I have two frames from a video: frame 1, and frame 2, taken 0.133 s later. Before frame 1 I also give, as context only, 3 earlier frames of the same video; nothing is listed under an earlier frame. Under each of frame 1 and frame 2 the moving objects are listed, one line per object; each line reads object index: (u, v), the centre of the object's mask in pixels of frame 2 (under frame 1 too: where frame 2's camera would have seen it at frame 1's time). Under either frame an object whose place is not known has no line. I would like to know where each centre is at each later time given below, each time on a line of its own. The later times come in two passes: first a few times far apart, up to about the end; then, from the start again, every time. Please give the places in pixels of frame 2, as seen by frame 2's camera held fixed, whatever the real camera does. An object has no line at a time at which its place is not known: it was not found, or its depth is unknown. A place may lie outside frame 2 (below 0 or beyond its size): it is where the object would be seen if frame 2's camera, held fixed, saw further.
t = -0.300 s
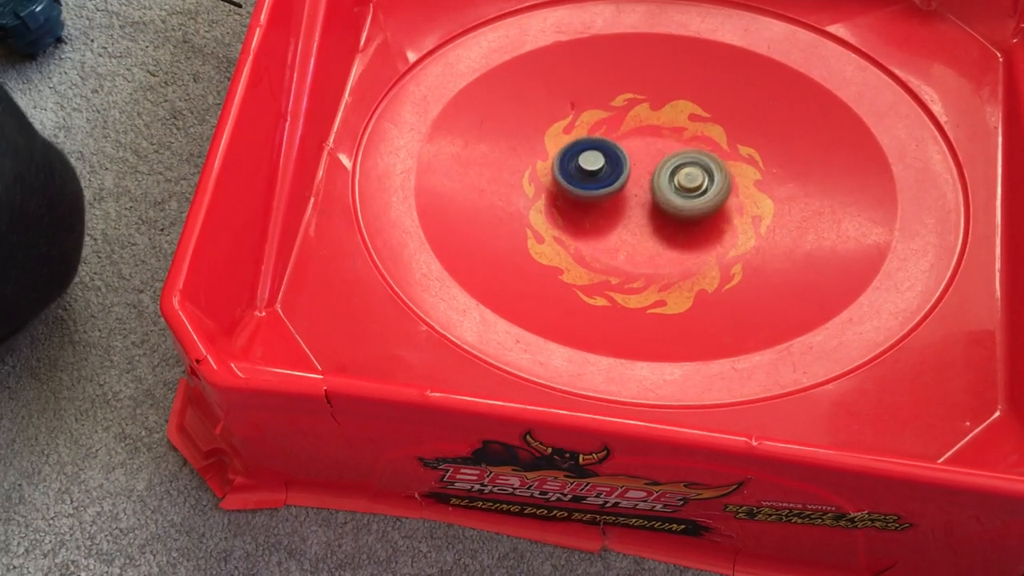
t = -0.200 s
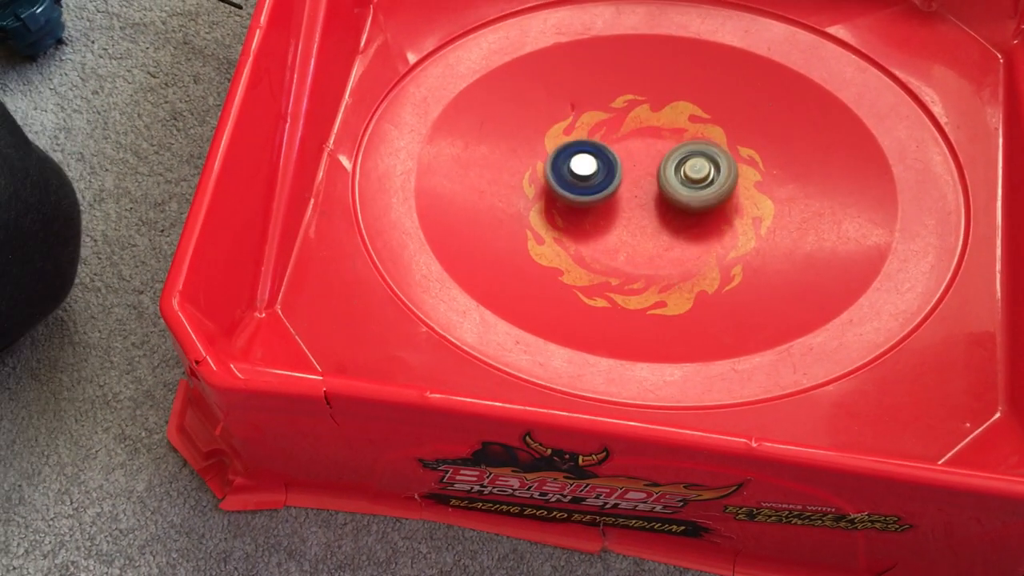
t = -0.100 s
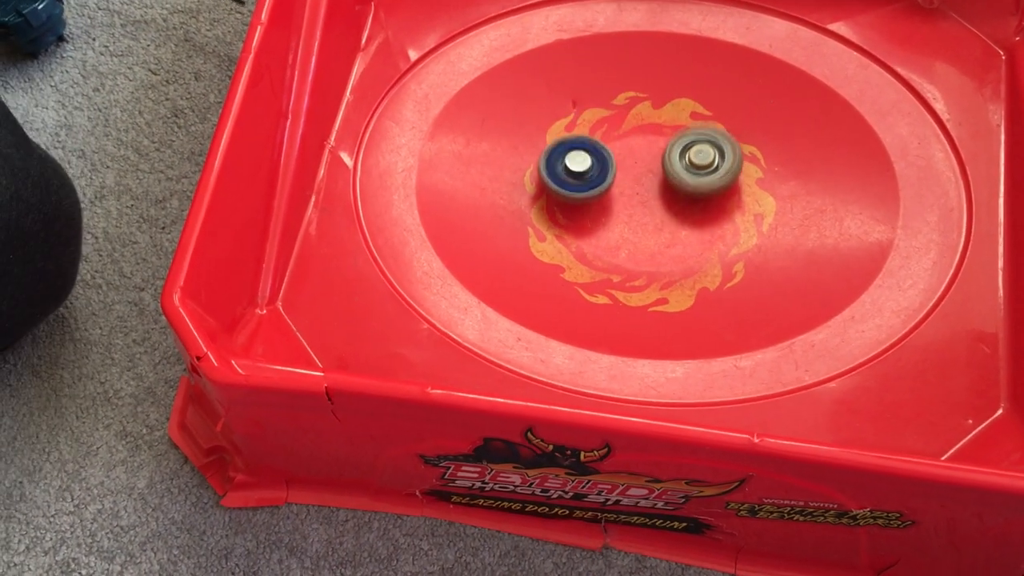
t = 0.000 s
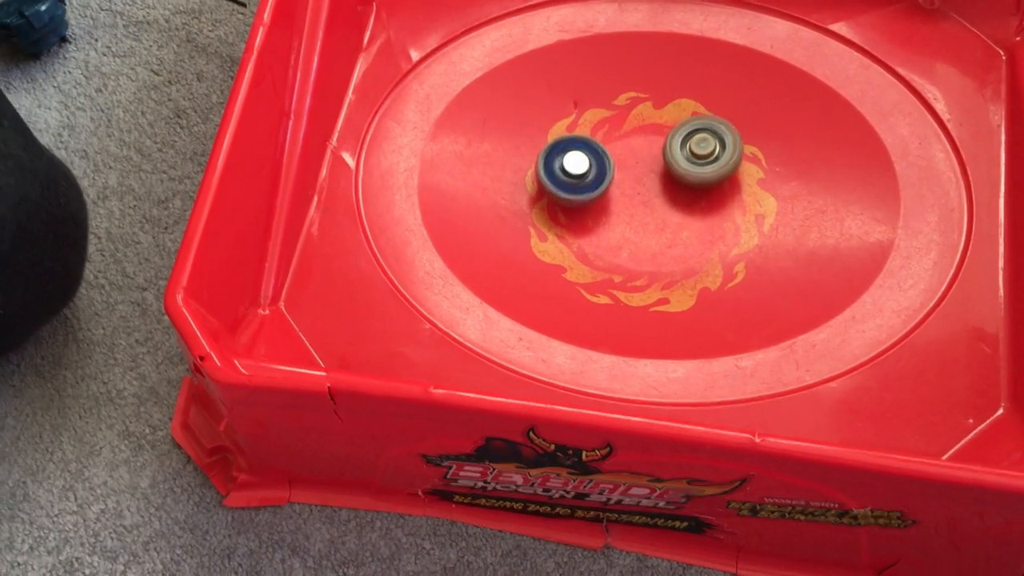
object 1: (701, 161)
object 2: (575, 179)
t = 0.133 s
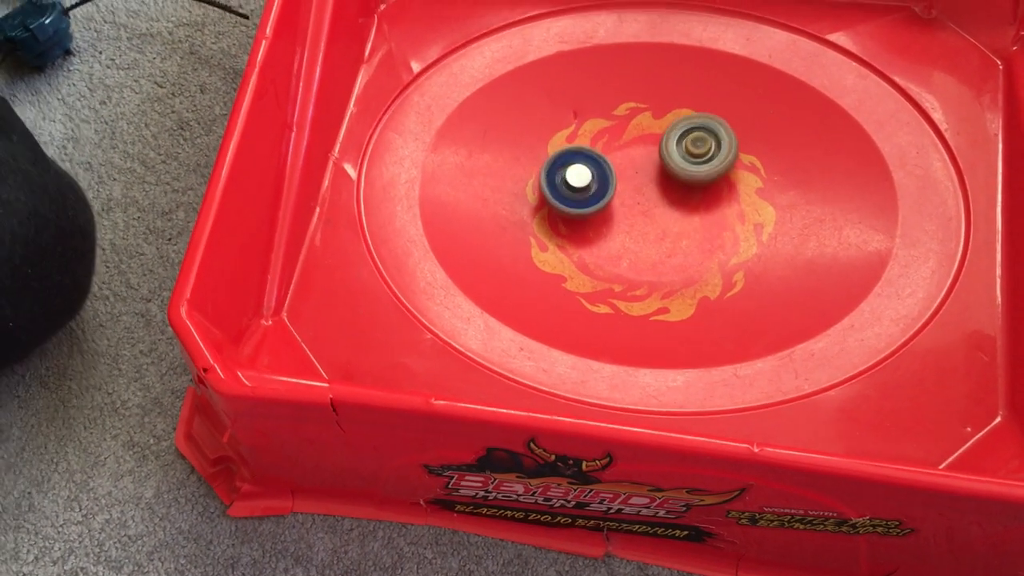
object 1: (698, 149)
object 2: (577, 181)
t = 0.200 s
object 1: (695, 144)
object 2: (582, 182)
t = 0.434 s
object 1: (676, 138)
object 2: (601, 190)
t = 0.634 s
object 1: (653, 144)
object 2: (612, 204)
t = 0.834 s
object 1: (640, 145)
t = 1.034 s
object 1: (628, 156)
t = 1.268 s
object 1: (633, 152)
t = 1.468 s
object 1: (652, 152)
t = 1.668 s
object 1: (665, 168)
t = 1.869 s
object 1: (687, 177)
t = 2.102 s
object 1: (695, 194)
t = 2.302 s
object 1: (712, 197)
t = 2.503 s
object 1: (715, 203)
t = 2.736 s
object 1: (699, 198)
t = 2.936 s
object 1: (700, 184)
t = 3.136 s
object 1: (701, 165)
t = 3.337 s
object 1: (702, 148)
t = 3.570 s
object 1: (688, 147)
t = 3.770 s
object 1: (665, 151)
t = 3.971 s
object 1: (649, 143)
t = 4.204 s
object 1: (630, 149)
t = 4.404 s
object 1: (617, 134)
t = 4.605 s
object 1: (627, 125)
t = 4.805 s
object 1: (638, 145)
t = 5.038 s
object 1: (656, 166)
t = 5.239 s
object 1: (677, 180)
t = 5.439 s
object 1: (688, 184)
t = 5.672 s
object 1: (701, 164)
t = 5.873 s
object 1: (701, 147)
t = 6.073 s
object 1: (682, 147)
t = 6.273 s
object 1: (651, 161)
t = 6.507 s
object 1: (628, 169)
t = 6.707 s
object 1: (602, 142)
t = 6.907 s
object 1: (605, 138)
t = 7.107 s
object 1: (620, 154)
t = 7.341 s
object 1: (650, 174)
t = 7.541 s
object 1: (672, 176)
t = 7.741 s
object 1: (688, 166)
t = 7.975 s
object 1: (686, 154)
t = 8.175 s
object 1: (673, 154)
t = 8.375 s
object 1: (658, 170)
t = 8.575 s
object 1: (646, 185)
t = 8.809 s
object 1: (634, 192)
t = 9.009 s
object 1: (628, 198)
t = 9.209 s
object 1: (620, 193)
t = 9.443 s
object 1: (620, 184)
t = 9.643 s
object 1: (624, 174)
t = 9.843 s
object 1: (628, 165)
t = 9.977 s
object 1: (634, 163)
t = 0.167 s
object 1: (697, 146)
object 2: (579, 181)
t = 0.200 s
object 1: (695, 144)
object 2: (582, 182)
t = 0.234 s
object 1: (694, 142)
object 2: (585, 182)
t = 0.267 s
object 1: (690, 140)
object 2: (588, 183)
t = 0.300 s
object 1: (689, 139)
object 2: (590, 184)
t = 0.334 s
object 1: (686, 139)
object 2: (593, 185)
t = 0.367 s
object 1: (683, 138)
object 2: (596, 187)
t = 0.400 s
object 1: (679, 138)
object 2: (599, 189)
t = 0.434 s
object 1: (676, 138)
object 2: (601, 190)
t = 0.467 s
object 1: (672, 138)
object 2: (604, 192)
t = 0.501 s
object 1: (668, 138)
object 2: (606, 195)
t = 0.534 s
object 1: (665, 140)
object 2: (609, 197)
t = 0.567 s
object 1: (661, 141)
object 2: (610, 199)
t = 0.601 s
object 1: (657, 142)
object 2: (612, 202)
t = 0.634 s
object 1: (653, 144)
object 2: (612, 204)
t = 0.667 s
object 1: (650, 146)
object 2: (613, 207)
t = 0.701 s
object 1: (647, 147)
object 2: (613, 210)
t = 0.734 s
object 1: (644, 147)
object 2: (613, 214)
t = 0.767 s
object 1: (642, 146)
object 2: (611, 216)
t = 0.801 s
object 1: (641, 146)
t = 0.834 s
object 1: (640, 145)
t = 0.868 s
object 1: (636, 146)
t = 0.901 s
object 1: (635, 147)
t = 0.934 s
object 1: (633, 150)
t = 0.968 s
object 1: (632, 151)
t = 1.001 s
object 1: (630, 154)
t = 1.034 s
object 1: (628, 156)
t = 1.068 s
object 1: (627, 158)
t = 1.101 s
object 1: (625, 161)
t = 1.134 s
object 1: (625, 163)
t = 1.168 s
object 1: (626, 159)
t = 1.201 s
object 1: (628, 156)
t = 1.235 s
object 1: (631, 154)
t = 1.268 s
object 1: (633, 152)
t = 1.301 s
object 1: (636, 151)
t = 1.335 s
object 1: (640, 150)
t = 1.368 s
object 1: (643, 150)
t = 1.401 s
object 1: (647, 150)
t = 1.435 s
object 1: (649, 150)
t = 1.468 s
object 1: (652, 152)
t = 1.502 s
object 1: (655, 154)
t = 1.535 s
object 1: (657, 156)
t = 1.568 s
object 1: (660, 158)
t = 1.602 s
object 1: (662, 161)
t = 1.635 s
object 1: (664, 164)
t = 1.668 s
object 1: (665, 168)
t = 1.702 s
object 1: (667, 171)
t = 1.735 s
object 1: (673, 171)
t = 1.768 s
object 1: (677, 171)
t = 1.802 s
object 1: (680, 173)
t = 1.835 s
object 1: (684, 175)
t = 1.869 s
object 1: (687, 177)
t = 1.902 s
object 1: (690, 180)
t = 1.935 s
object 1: (692, 182)
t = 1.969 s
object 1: (693, 185)
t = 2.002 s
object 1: (694, 187)
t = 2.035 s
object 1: (695, 190)
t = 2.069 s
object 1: (695, 192)
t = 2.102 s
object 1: (695, 194)
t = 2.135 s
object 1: (695, 197)
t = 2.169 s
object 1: (695, 198)
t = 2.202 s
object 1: (701, 197)
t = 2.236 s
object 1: (705, 196)
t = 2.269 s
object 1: (708, 197)
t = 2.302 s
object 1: (712, 197)
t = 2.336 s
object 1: (713, 198)
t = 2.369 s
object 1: (716, 199)
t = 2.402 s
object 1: (717, 199)
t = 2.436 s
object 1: (716, 199)
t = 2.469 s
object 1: (714, 202)
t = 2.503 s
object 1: (715, 203)
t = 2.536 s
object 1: (715, 202)
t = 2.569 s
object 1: (712, 199)
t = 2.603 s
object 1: (709, 199)
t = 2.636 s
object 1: (708, 199)
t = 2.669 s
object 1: (705, 198)
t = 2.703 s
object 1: (701, 199)
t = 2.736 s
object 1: (699, 198)
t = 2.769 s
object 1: (701, 194)
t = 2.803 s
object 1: (702, 192)
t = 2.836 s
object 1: (702, 190)
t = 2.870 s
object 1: (702, 189)
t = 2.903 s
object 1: (701, 186)
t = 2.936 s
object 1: (700, 184)
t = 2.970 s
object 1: (699, 182)
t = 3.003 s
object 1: (697, 181)
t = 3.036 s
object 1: (696, 179)
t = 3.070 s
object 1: (698, 174)
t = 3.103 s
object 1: (701, 169)
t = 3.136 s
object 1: (701, 165)
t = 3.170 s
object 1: (702, 162)
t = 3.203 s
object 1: (703, 158)
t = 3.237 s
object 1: (703, 155)
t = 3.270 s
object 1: (703, 152)
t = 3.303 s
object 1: (702, 150)
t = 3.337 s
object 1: (702, 148)
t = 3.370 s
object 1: (702, 146)
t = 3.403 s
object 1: (702, 147)
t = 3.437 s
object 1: (700, 146)
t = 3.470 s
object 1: (698, 147)
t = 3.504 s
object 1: (696, 147)
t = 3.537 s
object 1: (691, 147)
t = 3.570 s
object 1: (688, 147)
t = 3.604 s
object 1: (684, 148)
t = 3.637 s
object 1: (680, 150)
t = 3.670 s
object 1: (676, 152)
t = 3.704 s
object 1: (672, 153)
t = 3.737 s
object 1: (669, 153)
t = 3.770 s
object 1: (665, 151)
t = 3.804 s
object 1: (662, 148)
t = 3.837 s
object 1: (660, 146)
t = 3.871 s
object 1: (658, 145)
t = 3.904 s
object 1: (655, 143)
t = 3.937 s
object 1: (652, 143)
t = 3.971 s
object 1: (649, 143)
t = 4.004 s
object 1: (646, 143)
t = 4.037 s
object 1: (643, 143)
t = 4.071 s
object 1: (640, 143)
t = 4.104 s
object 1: (638, 145)
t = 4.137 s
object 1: (636, 145)
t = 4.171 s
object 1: (632, 147)
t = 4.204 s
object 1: (630, 149)
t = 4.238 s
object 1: (628, 151)
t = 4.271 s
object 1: (627, 152)
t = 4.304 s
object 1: (625, 152)
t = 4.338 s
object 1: (621, 148)
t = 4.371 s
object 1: (619, 139)
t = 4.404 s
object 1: (617, 134)
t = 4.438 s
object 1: (618, 131)
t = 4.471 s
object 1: (620, 127)
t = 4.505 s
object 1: (621, 126)
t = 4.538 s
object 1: (624, 124)
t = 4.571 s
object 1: (624, 123)
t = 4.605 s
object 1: (627, 125)
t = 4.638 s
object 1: (630, 126)
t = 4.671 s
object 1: (633, 129)
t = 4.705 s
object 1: (636, 133)
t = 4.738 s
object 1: (636, 136)
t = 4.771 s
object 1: (636, 141)
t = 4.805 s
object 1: (638, 145)
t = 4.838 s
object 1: (638, 150)
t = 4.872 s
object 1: (641, 155)
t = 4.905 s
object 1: (642, 160)
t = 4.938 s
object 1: (645, 166)
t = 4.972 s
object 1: (647, 168)
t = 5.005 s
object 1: (652, 166)
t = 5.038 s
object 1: (656, 166)
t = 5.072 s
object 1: (660, 169)
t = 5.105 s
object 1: (664, 171)
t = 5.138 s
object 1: (668, 174)
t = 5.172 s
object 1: (672, 176)
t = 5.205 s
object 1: (675, 178)
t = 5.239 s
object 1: (677, 180)
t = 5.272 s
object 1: (680, 182)
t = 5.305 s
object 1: (683, 183)
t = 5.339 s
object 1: (685, 183)
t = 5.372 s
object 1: (687, 185)
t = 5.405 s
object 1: (687, 184)
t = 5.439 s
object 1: (688, 184)
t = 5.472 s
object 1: (690, 184)
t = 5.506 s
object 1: (691, 184)
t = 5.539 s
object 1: (691, 182)
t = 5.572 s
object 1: (692, 180)
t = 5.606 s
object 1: (697, 174)
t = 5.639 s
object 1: (699, 169)
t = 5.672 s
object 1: (701, 164)
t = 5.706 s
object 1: (702, 160)
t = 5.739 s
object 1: (702, 155)
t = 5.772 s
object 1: (703, 152)
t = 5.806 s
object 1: (703, 148)
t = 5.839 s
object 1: (701, 147)
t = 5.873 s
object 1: (701, 147)
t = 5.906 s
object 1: (700, 146)
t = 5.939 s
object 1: (698, 146)
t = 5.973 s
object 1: (696, 147)
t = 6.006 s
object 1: (691, 146)
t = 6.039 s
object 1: (687, 147)
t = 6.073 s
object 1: (682, 147)
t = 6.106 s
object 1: (677, 148)
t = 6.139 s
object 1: (671, 151)
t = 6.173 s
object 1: (665, 153)
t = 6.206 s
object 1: (661, 155)
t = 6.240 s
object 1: (656, 158)
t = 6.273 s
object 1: (651, 161)
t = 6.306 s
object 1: (647, 164)
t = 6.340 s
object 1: (643, 162)
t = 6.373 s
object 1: (640, 162)
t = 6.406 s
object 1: (637, 163)
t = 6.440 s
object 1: (633, 164)
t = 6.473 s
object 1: (630, 166)
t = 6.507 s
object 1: (628, 169)
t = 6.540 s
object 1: (625, 171)
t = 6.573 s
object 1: (623, 173)
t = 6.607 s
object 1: (621, 173)
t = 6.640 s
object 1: (613, 160)
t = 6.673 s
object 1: (607, 149)
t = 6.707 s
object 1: (602, 142)
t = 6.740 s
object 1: (600, 139)
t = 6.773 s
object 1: (600, 139)
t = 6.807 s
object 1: (601, 139)
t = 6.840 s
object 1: (602, 139)
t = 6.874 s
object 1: (604, 138)
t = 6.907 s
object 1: (605, 138)
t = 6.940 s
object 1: (606, 139)
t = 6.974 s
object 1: (609, 141)
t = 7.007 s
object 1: (612, 144)
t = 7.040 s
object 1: (613, 146)
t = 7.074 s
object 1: (616, 150)
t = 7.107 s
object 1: (620, 154)
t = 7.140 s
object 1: (624, 157)
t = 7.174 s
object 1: (627, 160)
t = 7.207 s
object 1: (632, 164)
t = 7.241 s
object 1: (637, 167)
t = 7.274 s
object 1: (641, 169)
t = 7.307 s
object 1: (645, 172)
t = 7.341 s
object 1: (650, 174)
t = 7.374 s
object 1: (653, 176)
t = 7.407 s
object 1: (659, 178)
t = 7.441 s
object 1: (662, 178)
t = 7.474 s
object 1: (663, 178)
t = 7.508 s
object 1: (668, 178)
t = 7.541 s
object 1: (672, 176)
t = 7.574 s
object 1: (675, 174)
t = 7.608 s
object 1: (678, 173)
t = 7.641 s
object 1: (682, 171)
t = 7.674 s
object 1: (684, 170)
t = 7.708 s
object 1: (686, 168)
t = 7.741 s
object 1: (688, 166)
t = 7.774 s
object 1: (688, 164)
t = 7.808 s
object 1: (690, 161)
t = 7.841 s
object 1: (690, 159)
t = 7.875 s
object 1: (688, 158)
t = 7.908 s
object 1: (688, 156)
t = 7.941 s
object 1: (688, 154)
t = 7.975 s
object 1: (686, 154)
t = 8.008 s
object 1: (685, 153)
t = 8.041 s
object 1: (683, 151)
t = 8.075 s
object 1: (680, 152)
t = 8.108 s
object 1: (678, 153)
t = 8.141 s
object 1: (676, 153)
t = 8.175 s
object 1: (673, 154)
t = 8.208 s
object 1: (671, 157)
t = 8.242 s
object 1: (668, 158)
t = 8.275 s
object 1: (665, 160)
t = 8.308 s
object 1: (663, 163)
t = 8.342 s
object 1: (661, 166)
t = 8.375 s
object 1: (658, 170)
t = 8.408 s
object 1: (657, 174)
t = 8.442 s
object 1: (655, 177)
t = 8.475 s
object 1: (654, 180)
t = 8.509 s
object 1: (651, 182)
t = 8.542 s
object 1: (648, 183)
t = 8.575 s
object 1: (646, 185)
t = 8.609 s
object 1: (644, 187)
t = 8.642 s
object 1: (643, 187)
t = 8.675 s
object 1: (640, 187)
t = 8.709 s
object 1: (640, 187)
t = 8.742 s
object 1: (640, 188)
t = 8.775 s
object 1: (638, 189)
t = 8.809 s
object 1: (634, 192)
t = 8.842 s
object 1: (634, 194)
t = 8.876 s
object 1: (634, 194)
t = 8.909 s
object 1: (632, 196)
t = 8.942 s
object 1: (632, 197)
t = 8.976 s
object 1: (630, 197)
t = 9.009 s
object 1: (628, 198)
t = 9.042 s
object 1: (626, 199)
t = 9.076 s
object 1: (625, 198)
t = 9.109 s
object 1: (623, 197)
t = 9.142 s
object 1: (621, 197)
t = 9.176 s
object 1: (621, 195)
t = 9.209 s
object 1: (620, 193)
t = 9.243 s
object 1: (620, 191)
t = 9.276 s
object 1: (620, 191)
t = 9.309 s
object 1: (620, 189)
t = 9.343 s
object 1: (620, 188)
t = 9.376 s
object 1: (620, 186)
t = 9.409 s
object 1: (621, 185)
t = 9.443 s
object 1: (620, 184)
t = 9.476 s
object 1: (622, 182)
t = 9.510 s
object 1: (622, 180)
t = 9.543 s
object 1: (622, 179)
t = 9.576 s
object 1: (623, 178)
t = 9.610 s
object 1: (624, 176)
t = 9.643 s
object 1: (624, 174)
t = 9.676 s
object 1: (624, 174)
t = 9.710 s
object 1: (626, 171)
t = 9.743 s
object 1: (625, 169)
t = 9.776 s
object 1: (626, 169)
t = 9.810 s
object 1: (628, 167)
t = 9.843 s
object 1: (628, 165)
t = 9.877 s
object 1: (629, 165)
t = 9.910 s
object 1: (631, 165)
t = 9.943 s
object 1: (633, 163)
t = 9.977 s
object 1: (634, 163)
